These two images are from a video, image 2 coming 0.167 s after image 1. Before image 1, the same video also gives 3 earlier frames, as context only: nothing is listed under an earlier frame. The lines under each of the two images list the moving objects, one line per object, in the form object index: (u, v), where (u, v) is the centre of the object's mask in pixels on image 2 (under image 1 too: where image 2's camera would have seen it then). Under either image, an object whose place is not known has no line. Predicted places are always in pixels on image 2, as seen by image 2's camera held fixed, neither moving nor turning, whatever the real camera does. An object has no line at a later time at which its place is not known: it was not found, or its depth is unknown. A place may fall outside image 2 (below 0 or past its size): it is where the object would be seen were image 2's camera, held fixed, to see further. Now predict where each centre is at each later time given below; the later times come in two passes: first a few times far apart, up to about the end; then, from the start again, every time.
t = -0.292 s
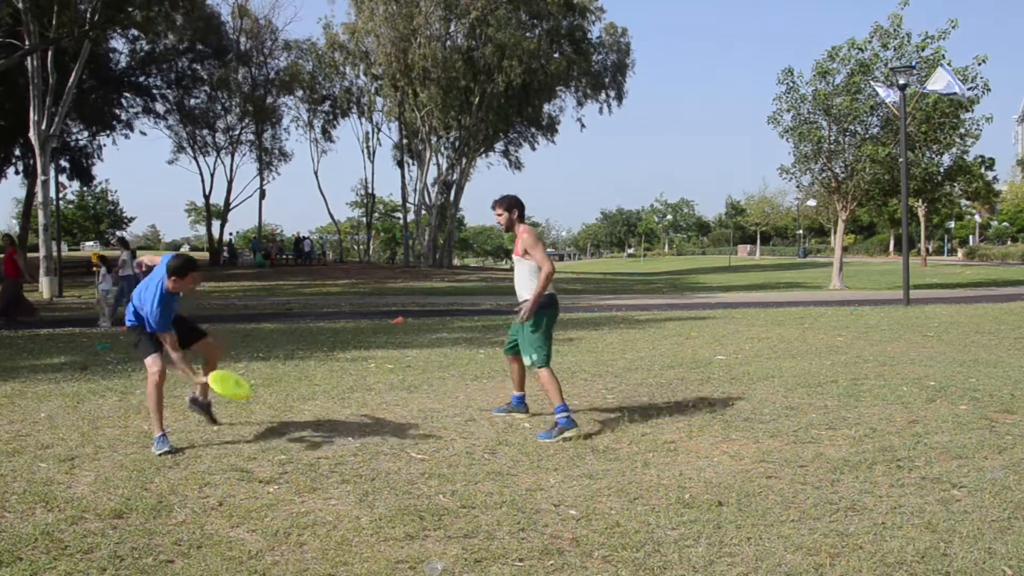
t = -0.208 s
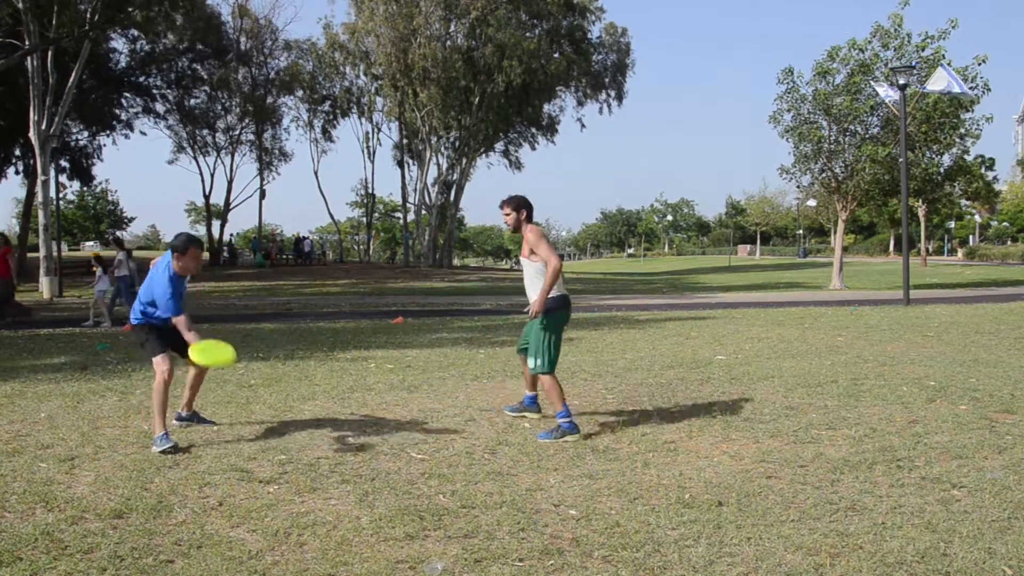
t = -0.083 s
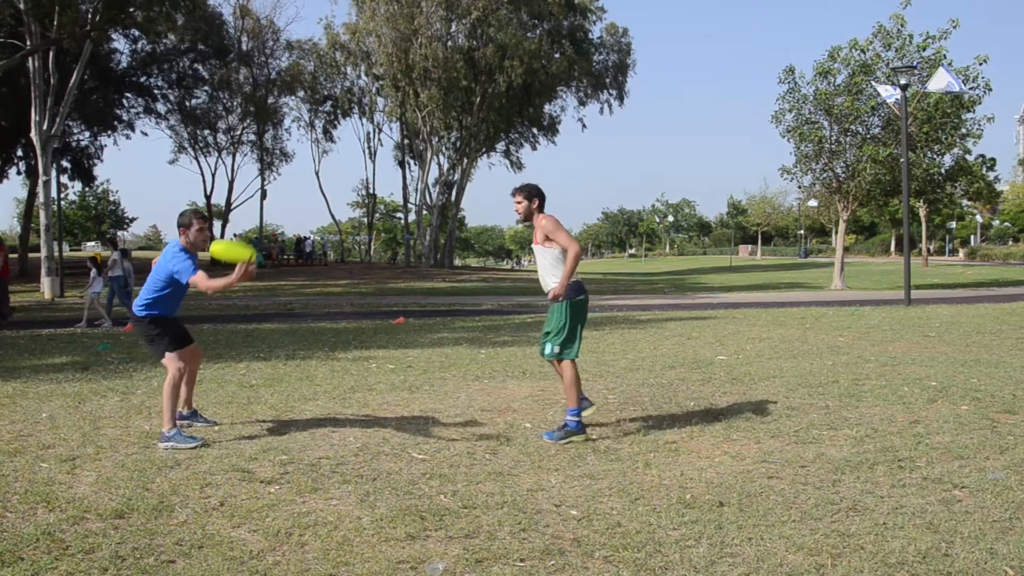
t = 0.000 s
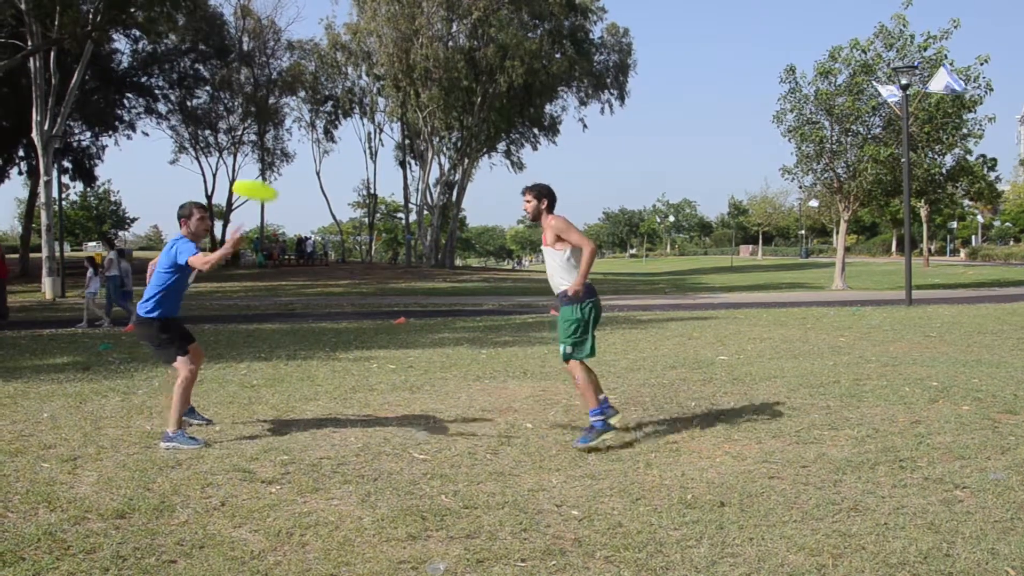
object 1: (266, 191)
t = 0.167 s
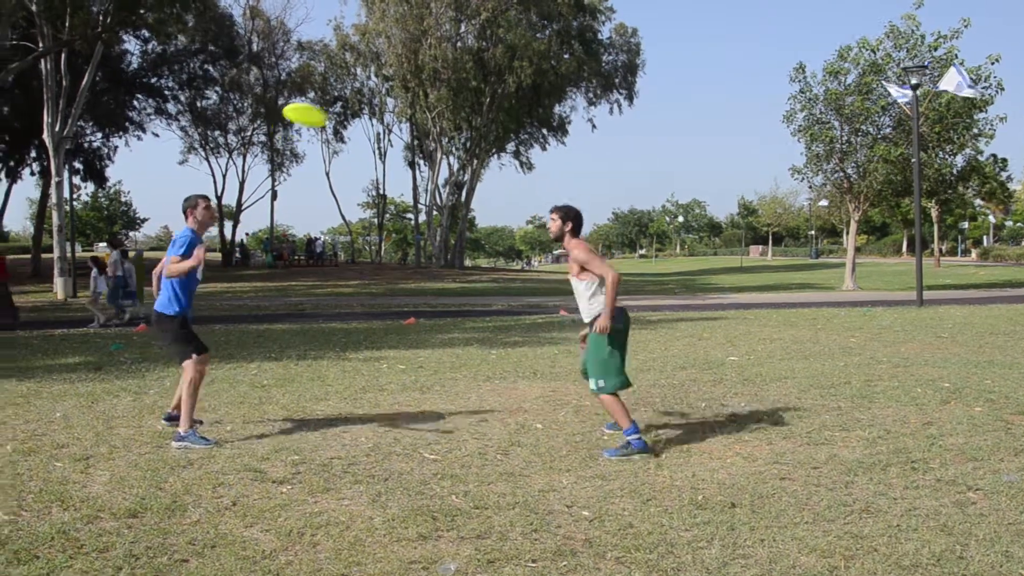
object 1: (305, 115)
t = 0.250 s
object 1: (326, 95)
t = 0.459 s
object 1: (374, 95)
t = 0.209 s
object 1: (315, 103)
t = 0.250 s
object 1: (326, 95)
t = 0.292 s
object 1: (336, 90)
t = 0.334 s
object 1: (345, 88)
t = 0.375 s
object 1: (355, 88)
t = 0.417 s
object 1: (364, 90)
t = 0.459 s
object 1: (374, 95)
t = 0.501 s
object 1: (383, 102)
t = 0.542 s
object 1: (393, 111)
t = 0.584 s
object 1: (402, 122)
